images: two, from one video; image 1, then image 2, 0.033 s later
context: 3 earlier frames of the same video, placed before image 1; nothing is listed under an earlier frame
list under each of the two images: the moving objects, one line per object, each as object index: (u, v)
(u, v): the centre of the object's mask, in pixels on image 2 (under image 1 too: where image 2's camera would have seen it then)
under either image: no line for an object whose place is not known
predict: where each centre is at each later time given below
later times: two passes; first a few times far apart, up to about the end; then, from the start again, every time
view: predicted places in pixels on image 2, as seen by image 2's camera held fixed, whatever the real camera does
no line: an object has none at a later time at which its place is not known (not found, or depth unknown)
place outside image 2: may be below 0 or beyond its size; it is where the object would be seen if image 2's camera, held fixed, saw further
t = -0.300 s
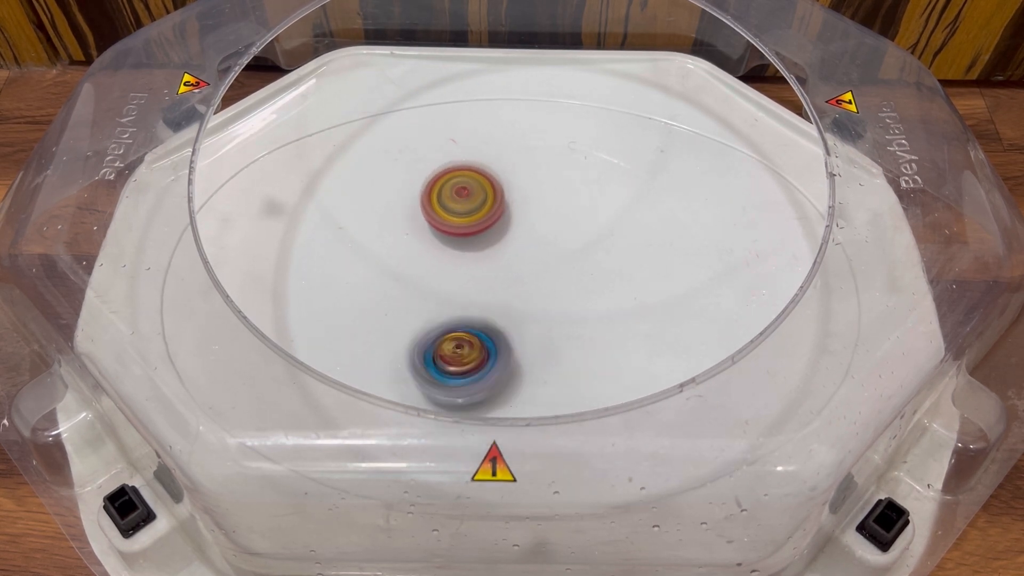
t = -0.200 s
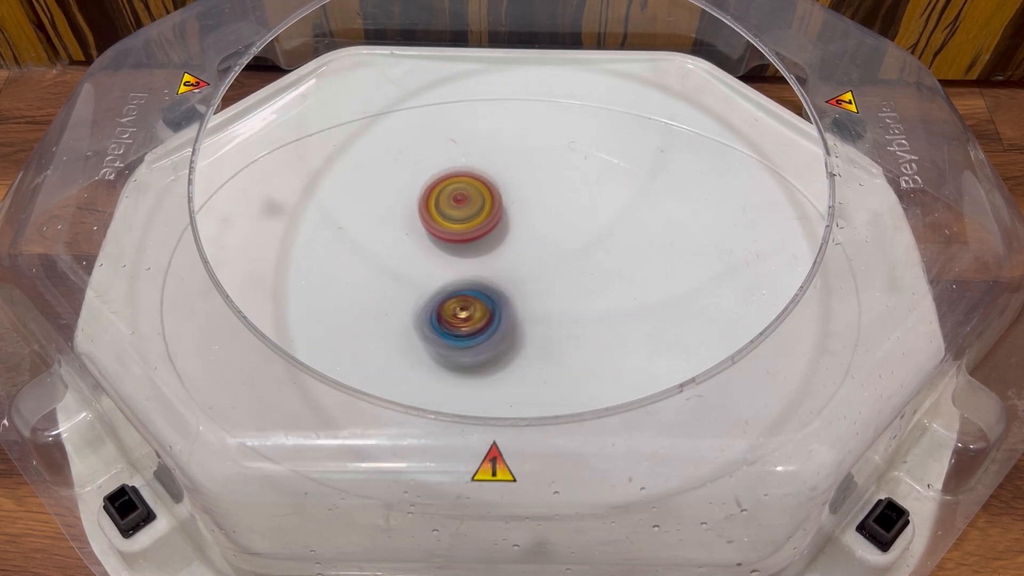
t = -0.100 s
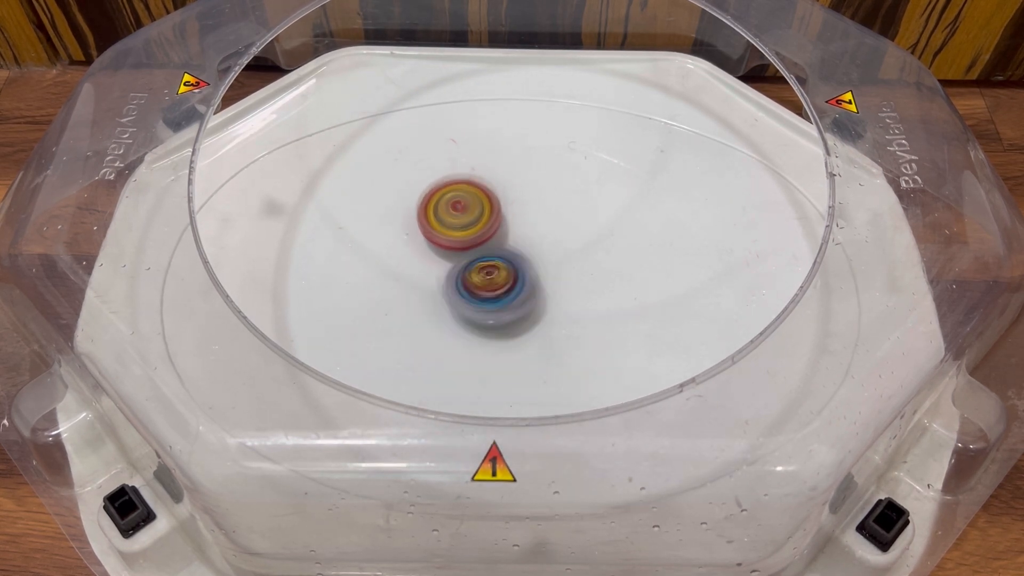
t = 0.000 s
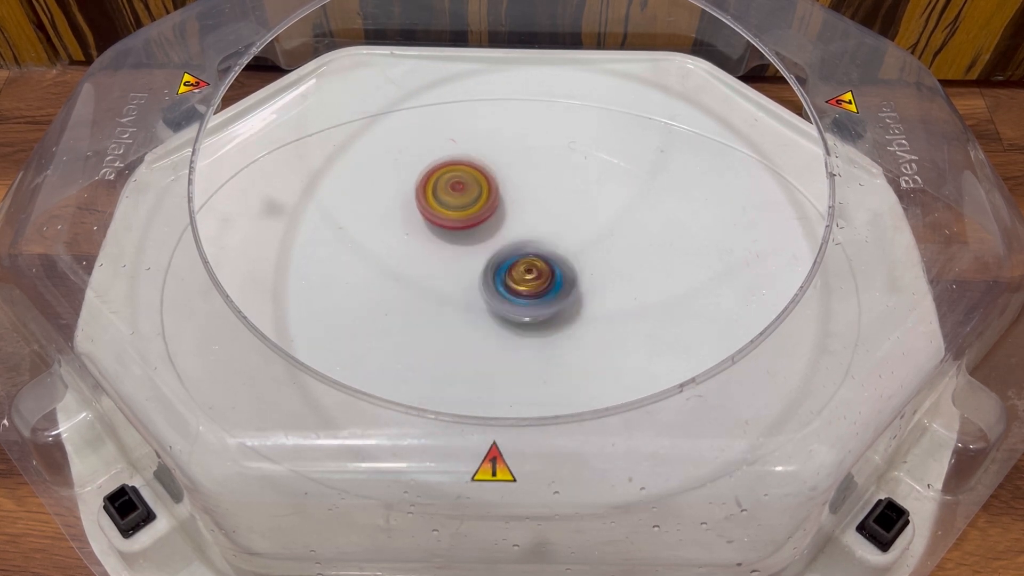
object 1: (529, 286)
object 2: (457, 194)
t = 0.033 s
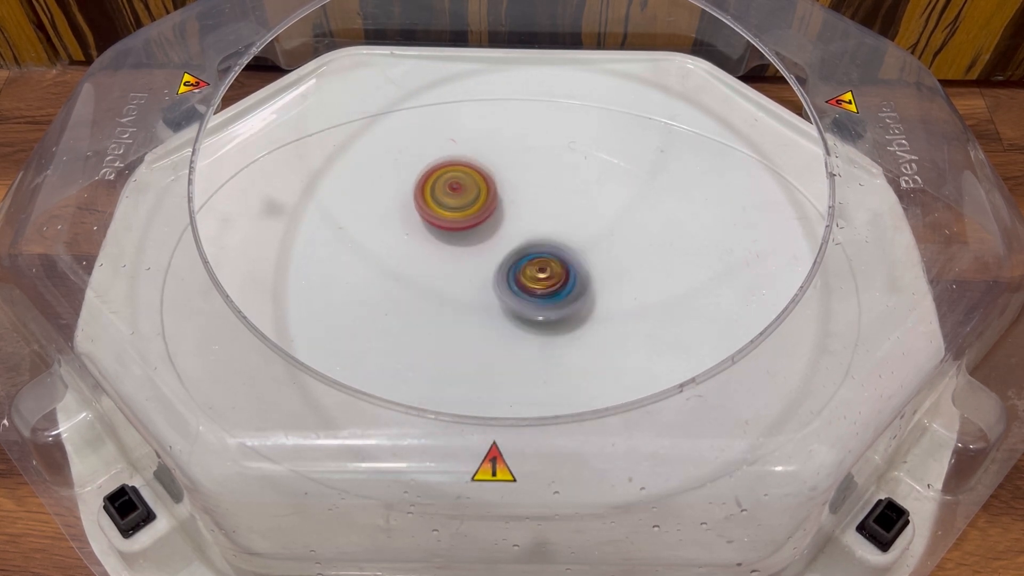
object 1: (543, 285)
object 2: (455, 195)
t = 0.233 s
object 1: (605, 295)
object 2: (449, 205)
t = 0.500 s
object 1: (626, 318)
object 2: (448, 228)
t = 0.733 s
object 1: (616, 300)
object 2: (457, 251)
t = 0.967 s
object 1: (595, 283)
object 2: (476, 283)
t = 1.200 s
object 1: (574, 264)
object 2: (479, 300)
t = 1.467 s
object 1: (581, 251)
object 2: (473, 319)
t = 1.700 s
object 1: (561, 255)
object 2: (469, 332)
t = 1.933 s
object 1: (521, 266)
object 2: (468, 337)
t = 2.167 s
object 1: (485, 256)
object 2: (468, 335)
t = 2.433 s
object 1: (491, 245)
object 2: (469, 331)
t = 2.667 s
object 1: (530, 243)
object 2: (475, 324)
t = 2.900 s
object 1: (554, 268)
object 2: (476, 320)
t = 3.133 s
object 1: (572, 288)
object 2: (476, 312)
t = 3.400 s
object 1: (579, 303)
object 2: (477, 299)
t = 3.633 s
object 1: (574, 304)
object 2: (479, 284)
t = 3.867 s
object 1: (572, 307)
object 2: (484, 267)
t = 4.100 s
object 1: (587, 323)
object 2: (484, 249)
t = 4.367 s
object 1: (567, 318)
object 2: (500, 240)
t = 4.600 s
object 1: (553, 324)
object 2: (505, 210)
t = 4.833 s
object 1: (520, 318)
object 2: (513, 209)
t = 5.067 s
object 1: (502, 307)
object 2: (531, 188)
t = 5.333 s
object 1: (470, 312)
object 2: (541, 191)
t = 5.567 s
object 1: (482, 287)
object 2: (545, 215)
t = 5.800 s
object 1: (455, 307)
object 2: (619, 193)
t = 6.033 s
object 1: (427, 311)
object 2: (621, 209)
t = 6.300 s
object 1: (464, 298)
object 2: (612, 228)
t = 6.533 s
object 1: (495, 299)
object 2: (599, 255)
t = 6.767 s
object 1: (462, 295)
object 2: (588, 261)
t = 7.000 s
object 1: (479, 272)
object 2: (582, 259)
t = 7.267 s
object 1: (486, 275)
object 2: (587, 250)
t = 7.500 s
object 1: (473, 274)
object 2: (586, 240)
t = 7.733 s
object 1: (485, 285)
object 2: (585, 235)
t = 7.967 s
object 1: (508, 296)
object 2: (579, 234)
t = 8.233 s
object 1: (526, 308)
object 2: (570, 235)
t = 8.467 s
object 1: (518, 307)
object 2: (561, 233)
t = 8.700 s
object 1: (495, 302)
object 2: (559, 220)
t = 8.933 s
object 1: (499, 281)
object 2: (557, 215)
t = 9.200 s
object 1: (511, 280)
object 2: (568, 210)
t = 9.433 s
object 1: (520, 287)
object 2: (570, 216)
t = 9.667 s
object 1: (504, 301)
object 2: (561, 226)
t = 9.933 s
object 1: (488, 296)
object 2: (558, 225)
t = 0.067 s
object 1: (556, 288)
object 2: (454, 196)
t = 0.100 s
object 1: (567, 289)
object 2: (453, 198)
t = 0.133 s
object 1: (577, 288)
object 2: (452, 199)
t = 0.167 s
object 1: (588, 291)
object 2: (451, 201)
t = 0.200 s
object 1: (598, 295)
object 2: (450, 204)
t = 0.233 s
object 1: (605, 295)
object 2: (449, 205)
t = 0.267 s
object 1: (607, 308)
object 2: (449, 209)
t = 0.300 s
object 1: (617, 299)
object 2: (448, 211)
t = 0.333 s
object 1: (623, 302)
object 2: (448, 213)
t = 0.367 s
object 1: (624, 302)
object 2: (448, 216)
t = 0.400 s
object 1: (625, 315)
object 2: (447, 218)
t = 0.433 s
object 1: (627, 305)
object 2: (448, 222)
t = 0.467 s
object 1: (626, 306)
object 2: (448, 225)
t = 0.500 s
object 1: (626, 318)
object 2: (448, 228)
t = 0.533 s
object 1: (625, 307)
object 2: (449, 231)
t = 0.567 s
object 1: (625, 306)
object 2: (449, 234)
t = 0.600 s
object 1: (623, 317)
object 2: (450, 238)
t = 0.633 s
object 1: (621, 305)
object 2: (451, 241)
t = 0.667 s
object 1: (621, 304)
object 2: (452, 245)
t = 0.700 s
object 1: (618, 314)
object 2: (454, 249)
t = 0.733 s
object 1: (616, 300)
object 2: (457, 251)
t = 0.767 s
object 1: (614, 299)
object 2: (462, 256)
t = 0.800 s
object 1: (611, 296)
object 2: (464, 263)
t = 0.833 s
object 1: (608, 294)
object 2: (466, 269)
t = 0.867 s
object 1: (606, 293)
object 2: (469, 275)
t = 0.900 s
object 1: (601, 289)
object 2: (471, 277)
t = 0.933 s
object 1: (598, 286)
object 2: (474, 280)
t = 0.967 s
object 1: (595, 283)
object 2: (476, 283)
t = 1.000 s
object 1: (589, 281)
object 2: (478, 286)
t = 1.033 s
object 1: (586, 281)
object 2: (480, 288)
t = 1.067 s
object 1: (581, 276)
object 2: (481, 291)
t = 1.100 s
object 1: (573, 272)
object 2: (483, 294)
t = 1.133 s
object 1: (574, 272)
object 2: (482, 295)
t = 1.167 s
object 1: (569, 267)
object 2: (482, 297)
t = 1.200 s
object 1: (574, 264)
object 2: (479, 300)
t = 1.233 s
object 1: (574, 260)
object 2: (476, 302)
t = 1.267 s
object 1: (581, 258)
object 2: (476, 303)
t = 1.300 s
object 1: (583, 256)
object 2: (476, 305)
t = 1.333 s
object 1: (582, 253)
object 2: (475, 307)
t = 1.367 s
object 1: (585, 253)
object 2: (475, 310)
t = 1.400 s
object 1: (582, 251)
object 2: (475, 314)
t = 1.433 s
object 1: (584, 252)
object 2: (474, 315)
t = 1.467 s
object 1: (581, 251)
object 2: (473, 319)
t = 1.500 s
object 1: (582, 252)
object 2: (473, 320)
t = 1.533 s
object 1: (579, 253)
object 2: (472, 322)
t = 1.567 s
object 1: (577, 254)
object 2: (471, 325)
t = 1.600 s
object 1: (574, 255)
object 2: (471, 327)
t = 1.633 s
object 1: (572, 256)
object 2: (470, 329)
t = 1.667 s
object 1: (568, 257)
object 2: (470, 331)
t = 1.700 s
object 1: (561, 255)
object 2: (469, 332)
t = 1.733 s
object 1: (560, 261)
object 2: (469, 334)
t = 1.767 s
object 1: (557, 261)
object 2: (469, 335)
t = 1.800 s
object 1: (550, 264)
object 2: (469, 335)
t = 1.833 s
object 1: (545, 265)
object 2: (469, 335)
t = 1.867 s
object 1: (536, 265)
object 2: (468, 337)
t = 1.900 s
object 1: (532, 266)
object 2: (468, 337)
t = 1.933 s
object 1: (521, 266)
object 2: (468, 337)
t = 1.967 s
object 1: (517, 267)
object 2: (468, 337)
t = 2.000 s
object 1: (505, 263)
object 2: (468, 337)
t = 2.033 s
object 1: (502, 264)
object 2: (469, 336)
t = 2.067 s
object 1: (491, 261)
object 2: (468, 337)
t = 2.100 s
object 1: (491, 259)
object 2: (468, 336)
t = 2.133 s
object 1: (484, 255)
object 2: (468, 336)
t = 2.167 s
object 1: (485, 256)
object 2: (468, 335)
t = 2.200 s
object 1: (483, 253)
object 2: (468, 333)
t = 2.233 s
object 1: (480, 252)
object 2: (468, 333)
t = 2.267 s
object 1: (484, 252)
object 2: (469, 332)
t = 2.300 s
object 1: (481, 250)
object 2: (469, 330)
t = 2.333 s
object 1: (486, 253)
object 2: (469, 330)
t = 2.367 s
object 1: (484, 251)
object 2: (470, 329)
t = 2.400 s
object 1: (487, 250)
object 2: (469, 329)
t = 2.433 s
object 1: (491, 245)
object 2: (469, 331)
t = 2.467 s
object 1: (494, 240)
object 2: (470, 330)
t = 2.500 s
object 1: (501, 239)
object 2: (470, 330)
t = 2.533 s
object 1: (505, 235)
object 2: (471, 329)
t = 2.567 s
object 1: (511, 236)
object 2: (472, 328)
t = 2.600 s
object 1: (522, 237)
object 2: (473, 327)
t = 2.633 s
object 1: (524, 238)
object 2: (474, 326)
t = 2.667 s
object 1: (530, 243)
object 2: (475, 324)
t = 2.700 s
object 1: (535, 245)
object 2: (475, 323)
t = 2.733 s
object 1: (536, 251)
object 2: (476, 321)
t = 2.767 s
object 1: (540, 257)
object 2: (478, 320)
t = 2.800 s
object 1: (543, 260)
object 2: (477, 319)
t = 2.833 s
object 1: (545, 262)
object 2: (475, 321)
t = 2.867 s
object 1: (549, 267)
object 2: (475, 320)
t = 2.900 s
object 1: (554, 268)
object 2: (476, 320)
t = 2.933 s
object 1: (553, 270)
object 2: (476, 319)
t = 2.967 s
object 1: (558, 277)
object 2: (476, 317)
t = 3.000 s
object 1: (565, 279)
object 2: (476, 316)
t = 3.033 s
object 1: (567, 281)
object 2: (476, 316)
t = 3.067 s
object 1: (568, 284)
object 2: (477, 315)
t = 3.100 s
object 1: (570, 287)
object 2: (477, 313)
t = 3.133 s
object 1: (572, 288)
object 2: (476, 312)
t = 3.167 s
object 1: (570, 290)
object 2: (476, 311)
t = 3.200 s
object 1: (576, 294)
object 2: (476, 310)
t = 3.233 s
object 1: (578, 296)
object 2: (476, 308)
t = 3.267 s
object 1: (577, 293)
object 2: (477, 307)
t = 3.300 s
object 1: (574, 297)
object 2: (477, 305)
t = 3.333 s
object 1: (577, 301)
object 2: (477, 303)
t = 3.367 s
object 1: (580, 301)
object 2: (477, 302)
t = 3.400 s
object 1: (579, 303)
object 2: (477, 299)
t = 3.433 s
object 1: (578, 303)
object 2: (478, 298)
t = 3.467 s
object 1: (579, 303)
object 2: (478, 296)
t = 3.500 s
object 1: (579, 304)
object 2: (478, 293)
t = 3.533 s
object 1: (576, 304)
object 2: (478, 291)
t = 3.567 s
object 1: (579, 305)
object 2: (478, 288)
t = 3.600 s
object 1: (578, 305)
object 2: (479, 286)
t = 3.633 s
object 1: (574, 304)
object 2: (479, 284)
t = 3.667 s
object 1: (575, 307)
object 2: (479, 281)
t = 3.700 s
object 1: (575, 307)
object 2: (480, 279)
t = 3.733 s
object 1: (575, 306)
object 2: (481, 277)
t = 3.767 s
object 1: (574, 307)
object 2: (481, 275)
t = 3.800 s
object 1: (573, 308)
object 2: (481, 272)
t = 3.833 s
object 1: (574, 307)
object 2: (482, 269)
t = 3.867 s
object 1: (572, 307)
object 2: (484, 267)
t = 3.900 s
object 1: (568, 306)
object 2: (483, 265)
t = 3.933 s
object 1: (573, 311)
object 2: (479, 260)
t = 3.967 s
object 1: (578, 313)
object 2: (479, 256)
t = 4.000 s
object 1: (578, 314)
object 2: (481, 255)
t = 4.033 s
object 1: (583, 320)
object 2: (482, 253)
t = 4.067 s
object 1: (585, 323)
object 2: (483, 251)
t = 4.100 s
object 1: (587, 323)
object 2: (484, 249)
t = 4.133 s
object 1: (583, 321)
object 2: (486, 248)
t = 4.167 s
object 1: (582, 324)
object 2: (488, 246)
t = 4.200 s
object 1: (580, 324)
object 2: (489, 245)
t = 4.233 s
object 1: (578, 323)
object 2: (491, 243)
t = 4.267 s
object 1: (577, 322)
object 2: (493, 241)
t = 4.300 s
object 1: (573, 320)
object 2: (495, 241)
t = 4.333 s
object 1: (567, 318)
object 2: (498, 240)
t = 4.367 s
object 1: (567, 318)
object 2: (500, 240)
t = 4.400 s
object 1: (565, 317)
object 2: (502, 239)
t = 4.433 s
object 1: (564, 314)
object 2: (504, 239)
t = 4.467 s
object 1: (559, 310)
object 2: (506, 238)
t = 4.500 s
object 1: (556, 310)
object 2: (507, 233)
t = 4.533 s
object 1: (555, 317)
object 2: (505, 221)
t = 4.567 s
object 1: (554, 322)
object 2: (504, 214)
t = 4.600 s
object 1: (553, 324)
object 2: (505, 210)
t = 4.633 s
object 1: (549, 326)
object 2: (505, 209)
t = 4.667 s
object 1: (544, 327)
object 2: (506, 208)
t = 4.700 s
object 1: (539, 328)
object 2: (507, 208)
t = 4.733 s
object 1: (534, 327)
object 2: (509, 208)
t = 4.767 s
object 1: (530, 326)
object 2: (510, 208)
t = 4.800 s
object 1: (525, 322)
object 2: (511, 208)
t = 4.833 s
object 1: (520, 318)
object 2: (513, 209)
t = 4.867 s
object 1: (517, 317)
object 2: (514, 209)
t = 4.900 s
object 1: (513, 309)
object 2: (515, 210)
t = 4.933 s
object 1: (510, 306)
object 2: (517, 211)
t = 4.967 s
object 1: (507, 297)
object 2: (518, 213)
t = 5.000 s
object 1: (505, 290)
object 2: (519, 214)
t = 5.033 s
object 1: (504, 301)
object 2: (525, 200)
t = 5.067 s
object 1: (502, 307)
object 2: (531, 188)
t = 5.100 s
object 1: (497, 312)
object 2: (535, 181)
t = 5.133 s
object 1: (492, 313)
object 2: (537, 179)
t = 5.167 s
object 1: (487, 316)
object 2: (537, 181)
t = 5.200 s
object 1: (478, 313)
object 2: (538, 182)
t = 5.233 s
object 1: (474, 314)
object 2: (539, 184)
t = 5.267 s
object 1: (470, 314)
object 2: (540, 186)
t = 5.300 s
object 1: (471, 313)
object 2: (541, 189)
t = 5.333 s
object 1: (470, 312)
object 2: (541, 191)
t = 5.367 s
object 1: (473, 311)
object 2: (542, 194)
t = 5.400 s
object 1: (472, 309)
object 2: (543, 197)
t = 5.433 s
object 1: (473, 304)
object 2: (544, 200)
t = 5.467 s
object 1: (475, 301)
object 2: (544, 204)
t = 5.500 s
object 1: (475, 293)
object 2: (544, 207)
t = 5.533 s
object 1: (478, 291)
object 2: (545, 211)
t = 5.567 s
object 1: (482, 287)
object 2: (545, 215)
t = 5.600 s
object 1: (488, 284)
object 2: (545, 219)
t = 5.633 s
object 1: (490, 283)
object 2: (548, 221)
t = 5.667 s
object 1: (482, 293)
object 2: (568, 210)
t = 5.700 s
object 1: (475, 301)
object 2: (587, 201)
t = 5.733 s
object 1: (470, 305)
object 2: (602, 196)
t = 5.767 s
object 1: (464, 309)
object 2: (614, 193)
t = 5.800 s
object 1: (455, 307)
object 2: (619, 193)
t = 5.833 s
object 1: (450, 312)
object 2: (621, 194)
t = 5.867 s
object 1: (442, 309)
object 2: (622, 196)
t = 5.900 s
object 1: (439, 314)
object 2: (622, 198)
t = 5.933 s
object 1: (432, 310)
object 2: (622, 201)
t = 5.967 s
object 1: (430, 312)
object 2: (622, 204)
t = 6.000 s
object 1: (426, 311)
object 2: (622, 206)
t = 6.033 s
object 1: (427, 311)
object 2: (621, 209)
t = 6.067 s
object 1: (428, 310)
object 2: (622, 211)
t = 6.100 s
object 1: (433, 309)
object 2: (621, 213)
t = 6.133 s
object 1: (435, 307)
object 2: (620, 215)
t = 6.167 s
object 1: (440, 304)
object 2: (619, 218)
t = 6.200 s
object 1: (443, 303)
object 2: (618, 220)
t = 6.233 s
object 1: (452, 302)
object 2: (616, 223)
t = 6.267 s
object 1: (457, 301)
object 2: (614, 226)
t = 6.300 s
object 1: (464, 298)
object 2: (612, 228)
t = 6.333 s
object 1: (470, 297)
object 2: (608, 232)
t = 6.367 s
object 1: (478, 293)
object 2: (603, 236)
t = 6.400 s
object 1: (486, 294)
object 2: (599, 241)
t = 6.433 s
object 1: (494, 292)
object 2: (592, 247)
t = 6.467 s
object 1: (502, 294)
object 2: (586, 253)
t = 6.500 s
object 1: (501, 296)
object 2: (592, 254)
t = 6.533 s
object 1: (495, 299)
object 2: (599, 255)
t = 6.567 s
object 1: (490, 300)
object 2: (602, 256)
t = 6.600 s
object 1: (485, 302)
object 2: (601, 257)
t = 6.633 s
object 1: (478, 302)
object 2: (598, 259)
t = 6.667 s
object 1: (474, 302)
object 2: (597, 259)
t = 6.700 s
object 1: (468, 301)
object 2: (594, 260)
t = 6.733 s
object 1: (465, 299)
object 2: (593, 260)
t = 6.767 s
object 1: (462, 295)
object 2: (588, 261)
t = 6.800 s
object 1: (462, 292)
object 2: (586, 261)
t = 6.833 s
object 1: (463, 287)
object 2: (584, 262)
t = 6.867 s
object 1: (467, 283)
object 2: (581, 262)
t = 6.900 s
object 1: (471, 279)
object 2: (579, 261)
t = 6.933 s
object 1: (478, 278)
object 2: (575, 261)
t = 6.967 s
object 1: (482, 273)
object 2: (574, 261)
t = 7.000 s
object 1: (479, 272)
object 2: (582, 259)
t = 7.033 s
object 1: (478, 271)
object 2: (589, 259)
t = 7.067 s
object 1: (481, 272)
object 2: (589, 259)
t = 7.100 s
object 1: (481, 271)
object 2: (588, 257)
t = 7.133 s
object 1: (486, 273)
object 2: (586, 256)
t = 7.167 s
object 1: (489, 270)
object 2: (585, 255)
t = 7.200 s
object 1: (492, 273)
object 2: (583, 254)
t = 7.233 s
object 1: (490, 274)
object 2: (588, 251)
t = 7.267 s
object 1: (486, 275)
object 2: (587, 250)
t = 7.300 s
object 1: (484, 275)
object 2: (587, 249)
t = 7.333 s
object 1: (478, 275)
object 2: (587, 247)
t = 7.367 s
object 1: (476, 275)
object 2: (587, 246)
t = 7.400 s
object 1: (471, 275)
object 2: (586, 245)
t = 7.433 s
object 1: (471, 275)
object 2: (586, 243)
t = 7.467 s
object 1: (471, 275)
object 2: (586, 243)
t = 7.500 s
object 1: (473, 274)
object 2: (586, 240)
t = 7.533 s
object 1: (477, 275)
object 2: (585, 240)
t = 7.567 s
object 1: (479, 276)
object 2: (585, 239)
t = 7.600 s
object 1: (480, 279)
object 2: (586, 238)
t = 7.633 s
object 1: (482, 283)
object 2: (585, 237)
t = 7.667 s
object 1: (485, 284)
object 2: (585, 237)
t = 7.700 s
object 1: (486, 286)
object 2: (585, 236)
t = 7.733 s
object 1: (485, 285)
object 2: (585, 235)
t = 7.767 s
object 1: (485, 287)
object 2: (583, 234)
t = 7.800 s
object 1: (491, 290)
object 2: (584, 235)
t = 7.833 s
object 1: (493, 289)
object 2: (582, 234)
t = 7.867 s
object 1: (497, 289)
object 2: (583, 234)
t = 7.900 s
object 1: (501, 293)
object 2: (581, 233)
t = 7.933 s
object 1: (504, 296)
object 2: (581, 233)
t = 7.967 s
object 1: (508, 296)
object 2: (579, 234)
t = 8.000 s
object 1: (509, 299)
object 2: (579, 233)
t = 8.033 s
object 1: (512, 297)
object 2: (577, 234)
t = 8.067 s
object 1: (514, 300)
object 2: (577, 233)
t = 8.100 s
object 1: (518, 299)
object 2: (576, 234)
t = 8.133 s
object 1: (521, 298)
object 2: (574, 234)
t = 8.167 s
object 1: (525, 303)
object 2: (573, 234)
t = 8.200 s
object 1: (526, 305)
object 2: (571, 234)
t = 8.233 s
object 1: (526, 308)
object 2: (570, 235)
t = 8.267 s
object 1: (527, 305)
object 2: (568, 235)
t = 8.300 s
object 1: (527, 306)
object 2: (569, 234)
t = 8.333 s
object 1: (527, 307)
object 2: (567, 234)
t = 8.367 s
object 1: (525, 306)
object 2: (566, 233)
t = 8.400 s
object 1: (523, 311)
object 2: (564, 233)
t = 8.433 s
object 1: (521, 309)
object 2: (562, 233)
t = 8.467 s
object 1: (518, 307)
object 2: (561, 233)
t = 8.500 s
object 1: (518, 304)
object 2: (559, 233)
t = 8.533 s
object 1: (514, 303)
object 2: (561, 228)
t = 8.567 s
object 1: (511, 307)
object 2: (563, 223)
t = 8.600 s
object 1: (507, 307)
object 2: (562, 223)
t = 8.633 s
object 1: (503, 310)
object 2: (560, 222)
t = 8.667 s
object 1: (497, 305)
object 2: (560, 220)
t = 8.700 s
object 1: (495, 302)
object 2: (559, 220)
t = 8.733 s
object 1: (497, 299)
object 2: (557, 219)
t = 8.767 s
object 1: (496, 297)
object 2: (557, 219)
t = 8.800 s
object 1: (493, 296)
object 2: (556, 219)
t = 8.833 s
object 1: (493, 291)
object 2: (555, 218)
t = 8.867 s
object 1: (494, 285)
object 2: (555, 218)
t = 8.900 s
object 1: (499, 282)
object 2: (553, 218)
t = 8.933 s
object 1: (499, 281)
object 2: (557, 215)
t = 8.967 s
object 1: (498, 282)
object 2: (565, 210)
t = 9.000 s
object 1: (499, 279)
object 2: (567, 208)
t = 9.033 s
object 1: (500, 278)
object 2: (567, 208)
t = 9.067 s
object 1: (504, 279)
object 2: (567, 208)
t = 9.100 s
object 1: (505, 282)
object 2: (568, 208)
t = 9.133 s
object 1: (506, 281)
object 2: (568, 209)
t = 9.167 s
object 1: (509, 279)
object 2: (569, 209)
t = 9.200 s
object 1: (511, 280)
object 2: (568, 210)
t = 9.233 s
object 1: (515, 282)
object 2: (569, 212)
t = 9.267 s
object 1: (512, 280)
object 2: (569, 212)
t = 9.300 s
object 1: (512, 280)
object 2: (568, 214)
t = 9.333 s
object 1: (517, 278)
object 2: (568, 215)
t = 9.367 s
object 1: (519, 283)
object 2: (569, 215)
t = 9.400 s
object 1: (519, 285)
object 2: (569, 217)
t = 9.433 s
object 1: (520, 287)
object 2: (570, 216)
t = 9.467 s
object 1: (519, 288)
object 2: (570, 218)
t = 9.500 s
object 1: (519, 296)
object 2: (569, 219)
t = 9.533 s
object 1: (515, 297)
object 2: (566, 221)
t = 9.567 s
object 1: (514, 299)
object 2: (565, 223)
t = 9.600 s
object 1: (512, 297)
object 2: (565, 223)
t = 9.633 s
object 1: (510, 301)
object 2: (563, 225)
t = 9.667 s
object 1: (504, 301)
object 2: (561, 226)
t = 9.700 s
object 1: (503, 298)
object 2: (560, 227)
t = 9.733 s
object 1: (504, 300)
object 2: (559, 228)
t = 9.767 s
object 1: (504, 300)
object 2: (556, 230)
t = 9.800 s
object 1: (501, 296)
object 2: (552, 231)
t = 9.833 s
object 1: (495, 296)
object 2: (556, 228)
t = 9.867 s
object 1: (496, 299)
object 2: (560, 224)
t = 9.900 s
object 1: (490, 298)
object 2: (560, 224)
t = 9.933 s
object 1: (488, 296)
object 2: (558, 225)
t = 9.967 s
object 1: (492, 297)
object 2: (556, 224)
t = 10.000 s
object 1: (492, 297)
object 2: (555, 225)
